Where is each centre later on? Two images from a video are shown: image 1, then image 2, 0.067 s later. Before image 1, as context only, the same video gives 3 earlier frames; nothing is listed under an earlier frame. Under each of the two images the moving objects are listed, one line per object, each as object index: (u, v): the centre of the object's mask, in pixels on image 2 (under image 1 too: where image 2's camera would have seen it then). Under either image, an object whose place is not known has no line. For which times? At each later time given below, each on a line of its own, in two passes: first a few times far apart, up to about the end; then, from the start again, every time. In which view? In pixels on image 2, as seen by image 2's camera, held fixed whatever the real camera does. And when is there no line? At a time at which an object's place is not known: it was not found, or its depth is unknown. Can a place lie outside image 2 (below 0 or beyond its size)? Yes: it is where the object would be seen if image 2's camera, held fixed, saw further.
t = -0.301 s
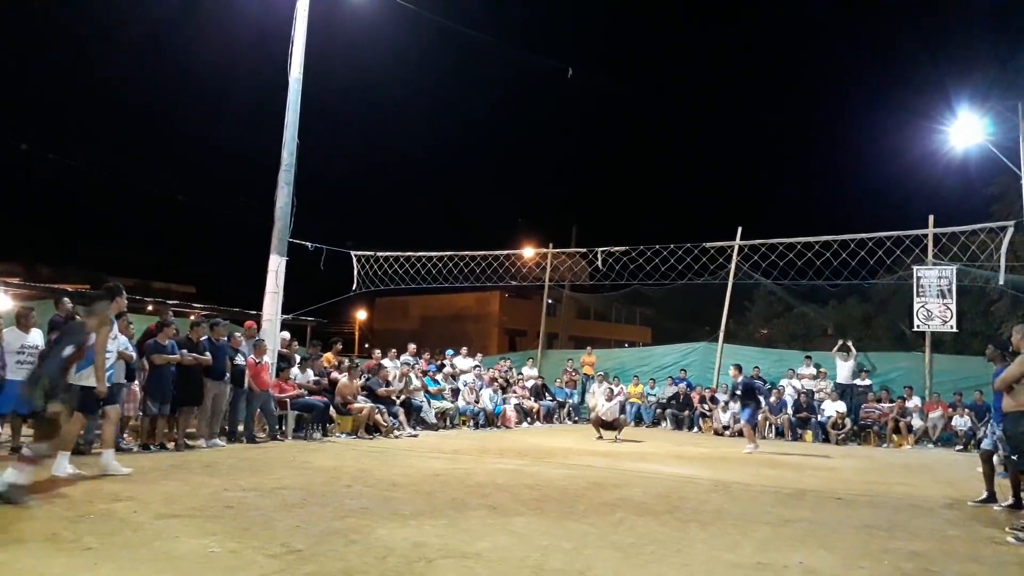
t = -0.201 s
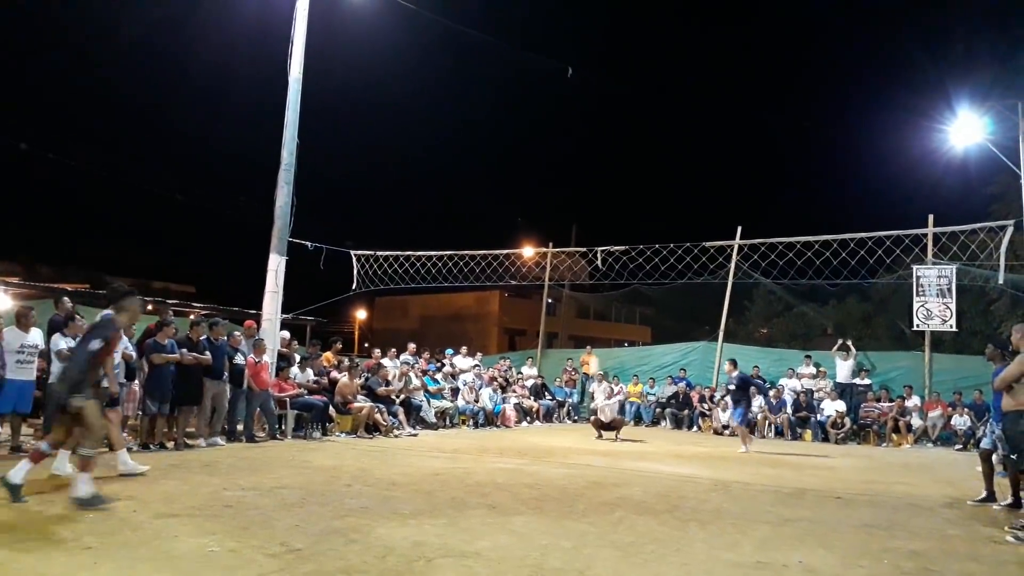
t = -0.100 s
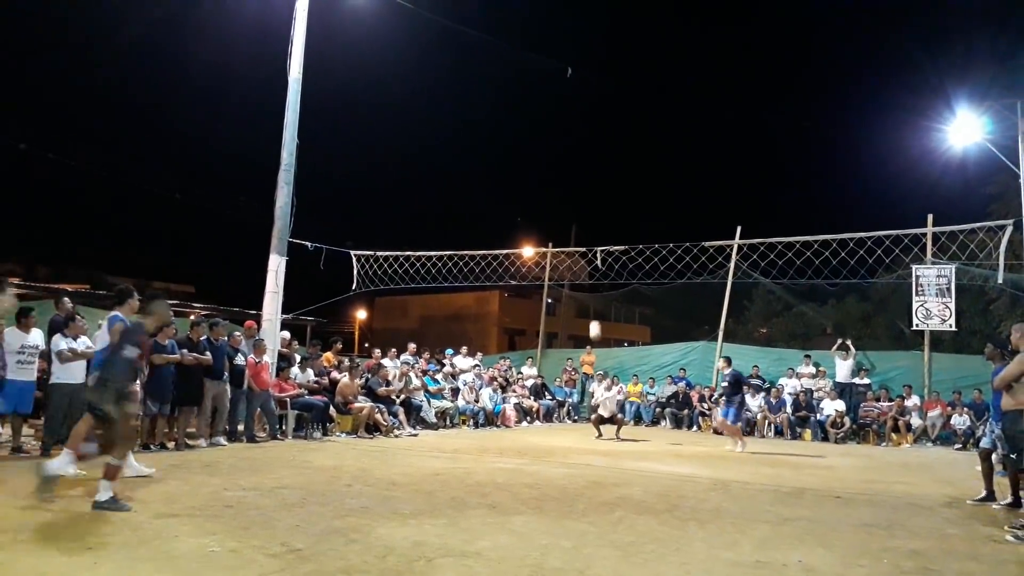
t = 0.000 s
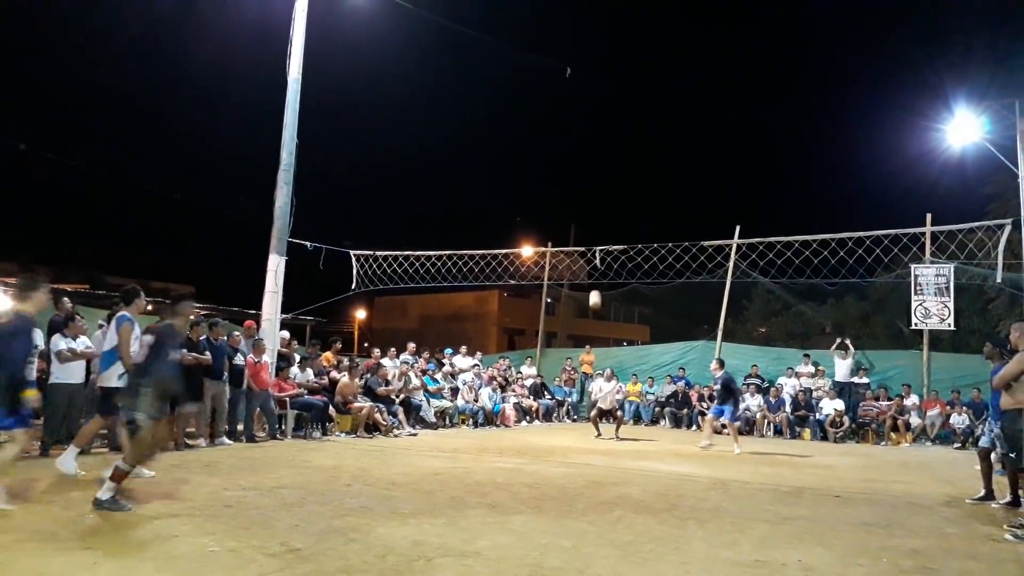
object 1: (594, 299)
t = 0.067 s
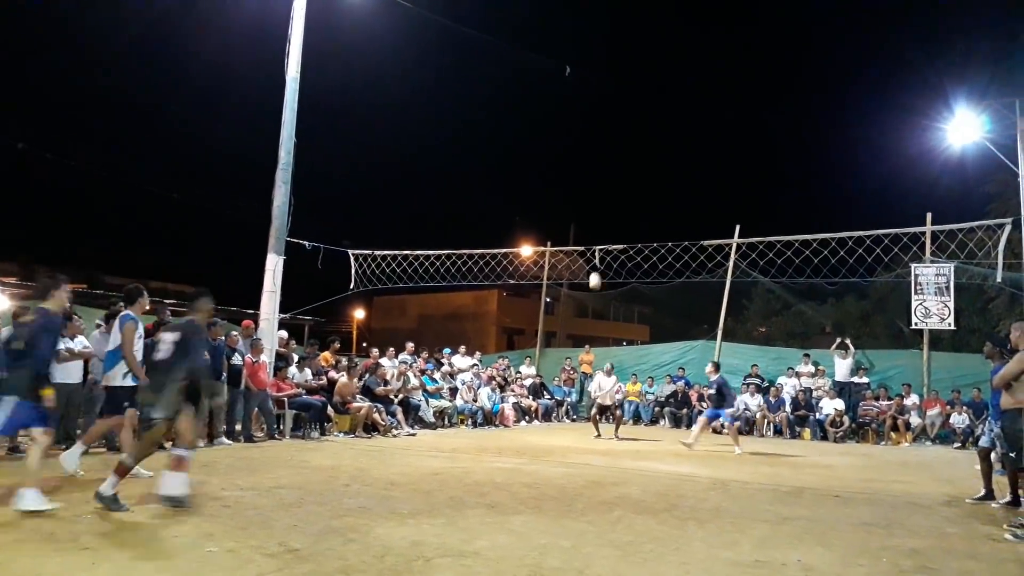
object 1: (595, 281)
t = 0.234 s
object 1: (595, 246)
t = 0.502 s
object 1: (597, 222)
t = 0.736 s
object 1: (597, 229)
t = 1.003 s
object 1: (596, 269)
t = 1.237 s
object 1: (593, 334)
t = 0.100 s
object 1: (595, 273)
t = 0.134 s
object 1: (595, 266)
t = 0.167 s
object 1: (596, 259)
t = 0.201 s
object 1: (596, 253)
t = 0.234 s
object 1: (595, 246)
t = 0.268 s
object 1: (596, 241)
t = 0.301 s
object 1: (596, 238)
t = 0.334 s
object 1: (596, 234)
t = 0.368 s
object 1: (597, 230)
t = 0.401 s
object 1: (597, 228)
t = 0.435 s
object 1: (597, 225)
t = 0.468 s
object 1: (597, 224)
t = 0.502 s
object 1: (597, 222)
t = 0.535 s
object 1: (597, 222)
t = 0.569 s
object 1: (597, 222)
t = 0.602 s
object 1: (597, 222)
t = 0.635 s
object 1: (597, 223)
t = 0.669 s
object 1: (597, 224)
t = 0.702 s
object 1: (597, 226)
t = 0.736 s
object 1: (597, 229)
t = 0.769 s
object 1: (597, 232)
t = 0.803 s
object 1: (597, 236)
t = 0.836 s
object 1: (597, 239)
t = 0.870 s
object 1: (596, 243)
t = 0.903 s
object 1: (596, 250)
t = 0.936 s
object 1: (596, 257)
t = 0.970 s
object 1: (596, 262)
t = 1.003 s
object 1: (596, 269)
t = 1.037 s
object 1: (596, 276)
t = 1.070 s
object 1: (595, 284)
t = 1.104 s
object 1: (595, 293)
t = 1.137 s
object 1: (595, 302)
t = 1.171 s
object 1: (594, 312)
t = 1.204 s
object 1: (594, 322)
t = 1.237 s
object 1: (593, 334)
